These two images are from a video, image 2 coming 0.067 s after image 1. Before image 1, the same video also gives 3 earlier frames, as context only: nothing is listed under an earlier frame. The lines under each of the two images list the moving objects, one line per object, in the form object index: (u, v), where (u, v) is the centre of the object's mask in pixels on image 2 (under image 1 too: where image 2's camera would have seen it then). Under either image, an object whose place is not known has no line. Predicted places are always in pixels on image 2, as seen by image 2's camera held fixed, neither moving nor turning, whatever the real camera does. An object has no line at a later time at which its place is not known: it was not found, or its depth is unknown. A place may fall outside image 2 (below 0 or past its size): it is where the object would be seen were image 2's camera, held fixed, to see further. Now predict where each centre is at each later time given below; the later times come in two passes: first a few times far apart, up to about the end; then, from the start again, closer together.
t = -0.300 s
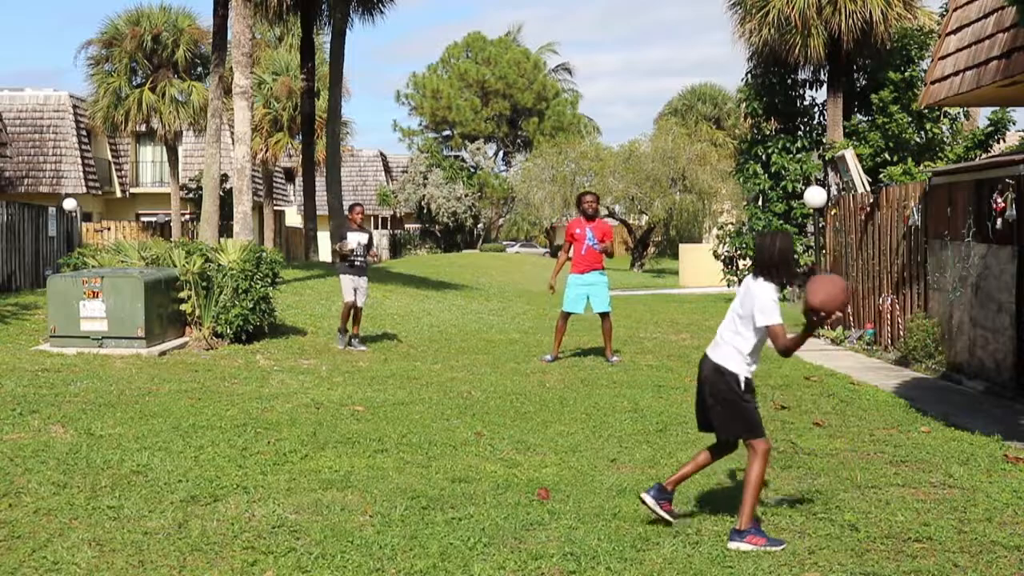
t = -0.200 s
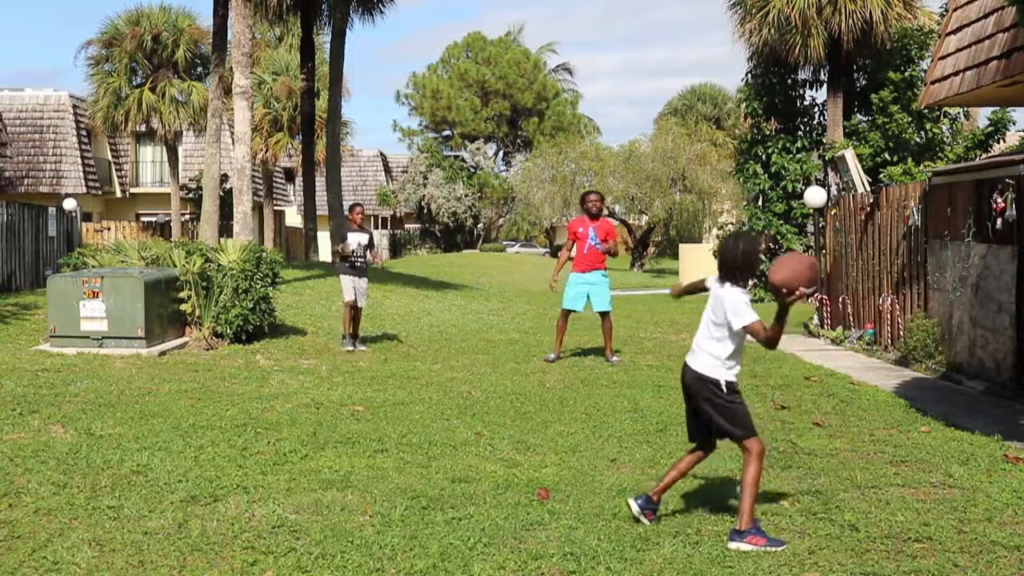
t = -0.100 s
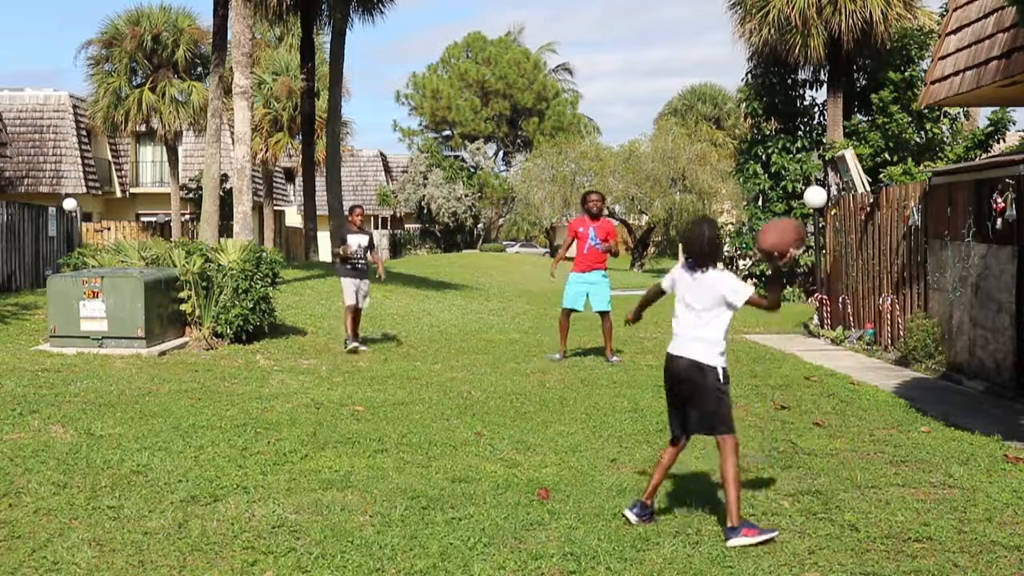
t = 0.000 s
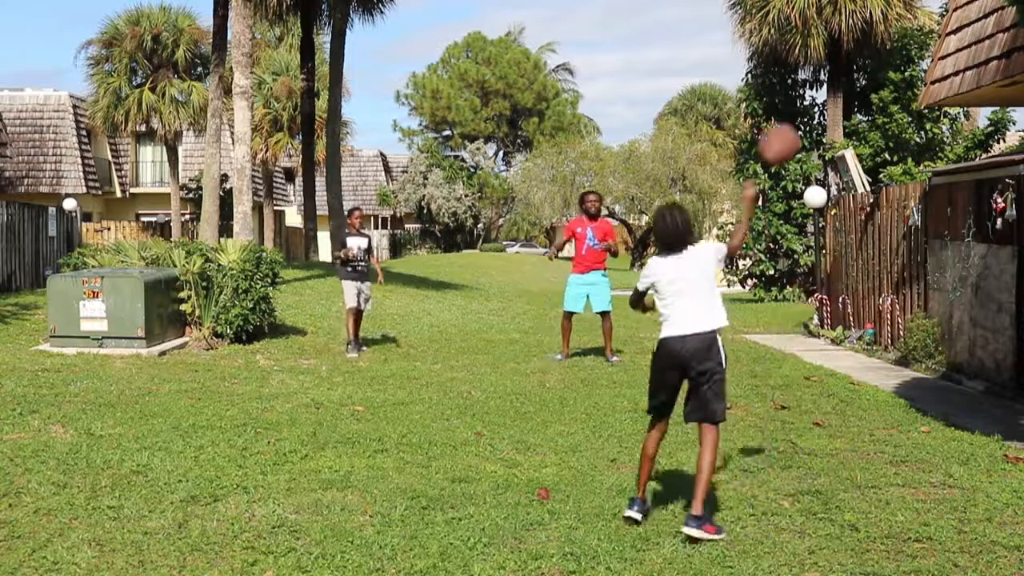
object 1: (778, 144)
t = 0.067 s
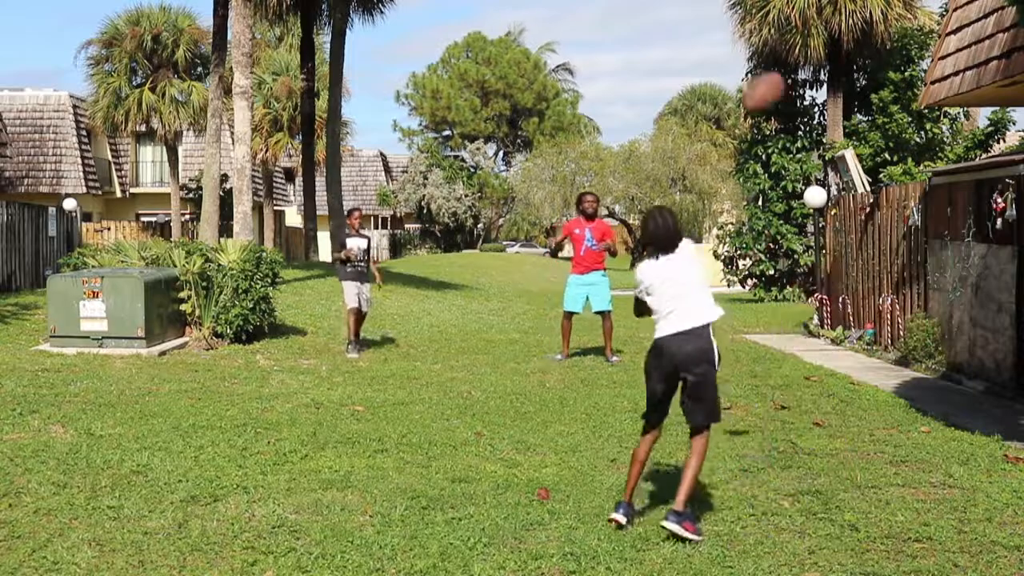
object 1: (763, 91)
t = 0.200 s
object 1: (740, 30)
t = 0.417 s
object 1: (718, 19)
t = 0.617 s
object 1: (707, 67)
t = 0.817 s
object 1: (701, 151)
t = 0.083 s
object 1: (759, 81)
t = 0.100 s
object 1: (756, 71)
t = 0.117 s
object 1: (753, 63)
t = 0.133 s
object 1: (750, 55)
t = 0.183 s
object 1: (742, 36)
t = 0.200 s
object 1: (740, 30)
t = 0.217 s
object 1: (738, 27)
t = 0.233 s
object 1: (736, 23)
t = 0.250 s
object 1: (734, 21)
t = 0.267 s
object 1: (732, 18)
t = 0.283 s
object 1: (729, 17)
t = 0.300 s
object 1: (728, 16)
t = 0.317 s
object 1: (727, 15)
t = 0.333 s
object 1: (725, 14)
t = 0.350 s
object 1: (723, 15)
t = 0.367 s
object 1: (721, 15)
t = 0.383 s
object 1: (720, 16)
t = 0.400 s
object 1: (719, 18)
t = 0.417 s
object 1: (718, 19)
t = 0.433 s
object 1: (717, 21)
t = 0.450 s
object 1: (716, 24)
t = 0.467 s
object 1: (714, 27)
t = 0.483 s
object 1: (713, 31)
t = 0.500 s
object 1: (713, 35)
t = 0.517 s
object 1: (711, 39)
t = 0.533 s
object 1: (711, 43)
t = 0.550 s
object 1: (709, 48)
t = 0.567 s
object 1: (708, 53)
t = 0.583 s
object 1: (708, 57)
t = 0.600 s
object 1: (707, 63)
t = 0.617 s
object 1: (707, 67)
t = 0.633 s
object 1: (706, 74)
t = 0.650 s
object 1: (706, 79)
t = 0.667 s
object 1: (705, 86)
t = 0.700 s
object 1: (706, 98)
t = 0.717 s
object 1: (705, 104)
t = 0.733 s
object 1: (703, 114)
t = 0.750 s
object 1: (703, 121)
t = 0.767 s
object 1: (703, 128)
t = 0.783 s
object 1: (701, 137)
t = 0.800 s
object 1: (701, 145)
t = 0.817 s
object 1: (701, 151)
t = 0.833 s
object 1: (700, 159)
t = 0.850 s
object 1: (699, 165)
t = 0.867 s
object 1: (701, 176)
